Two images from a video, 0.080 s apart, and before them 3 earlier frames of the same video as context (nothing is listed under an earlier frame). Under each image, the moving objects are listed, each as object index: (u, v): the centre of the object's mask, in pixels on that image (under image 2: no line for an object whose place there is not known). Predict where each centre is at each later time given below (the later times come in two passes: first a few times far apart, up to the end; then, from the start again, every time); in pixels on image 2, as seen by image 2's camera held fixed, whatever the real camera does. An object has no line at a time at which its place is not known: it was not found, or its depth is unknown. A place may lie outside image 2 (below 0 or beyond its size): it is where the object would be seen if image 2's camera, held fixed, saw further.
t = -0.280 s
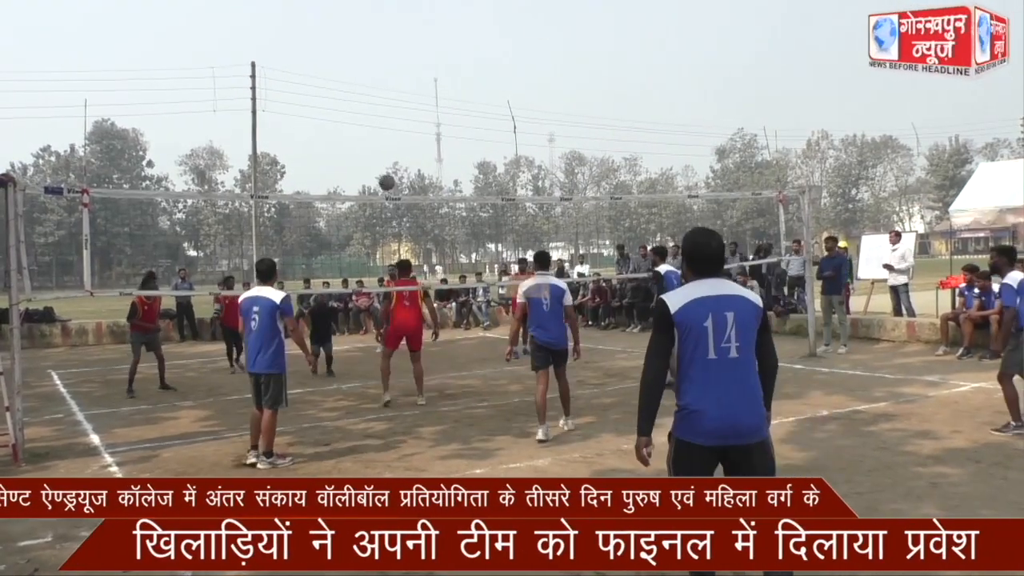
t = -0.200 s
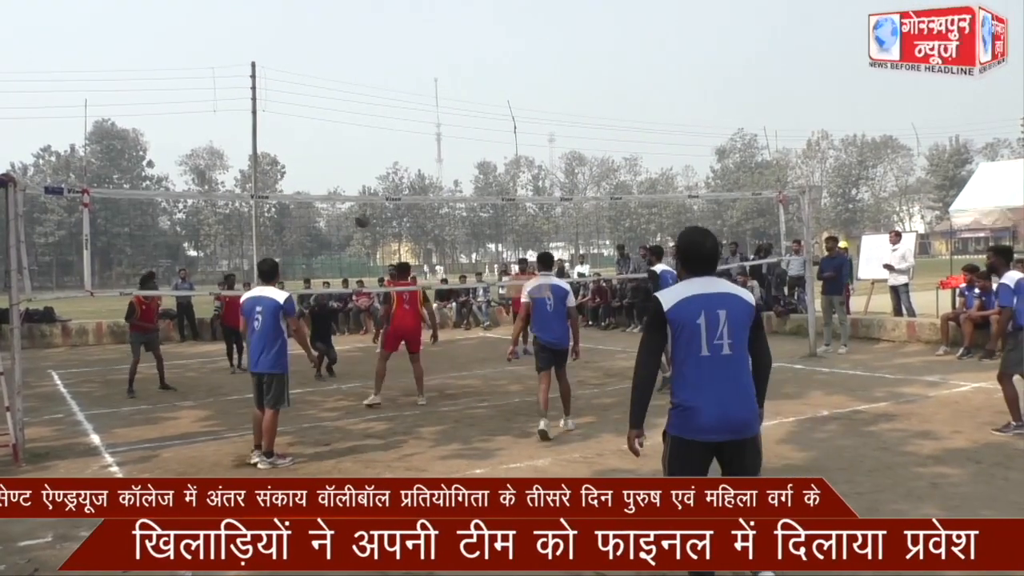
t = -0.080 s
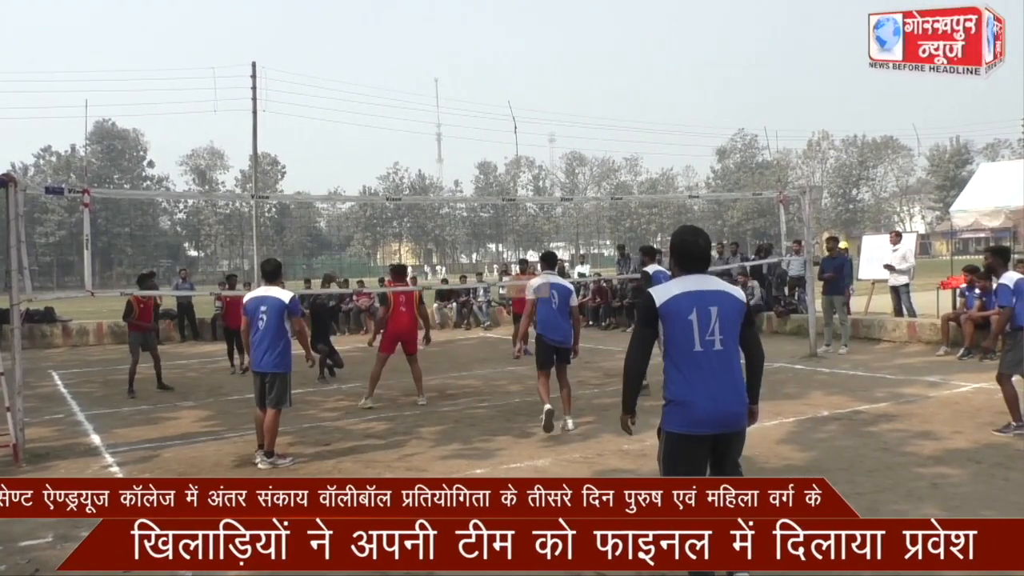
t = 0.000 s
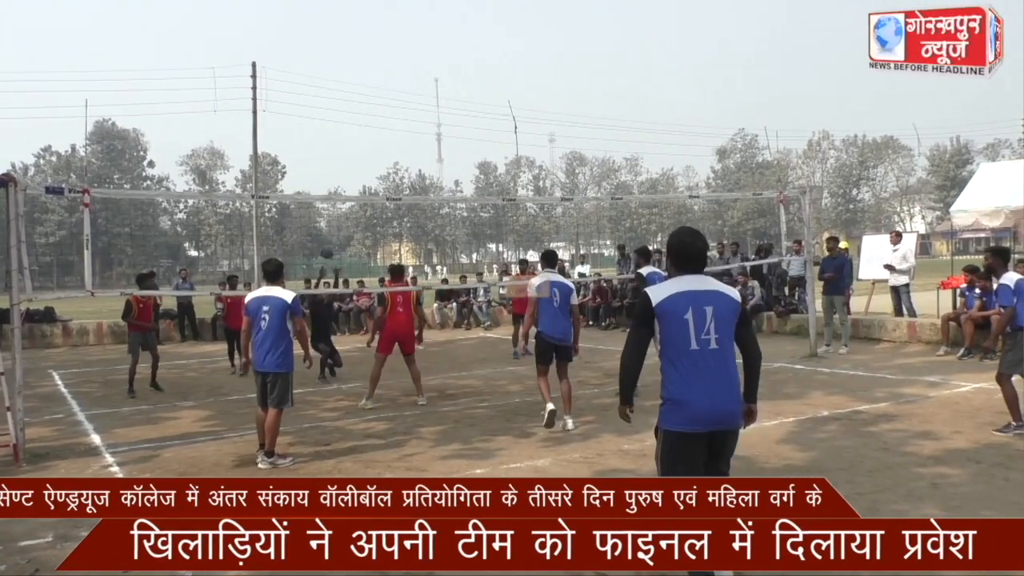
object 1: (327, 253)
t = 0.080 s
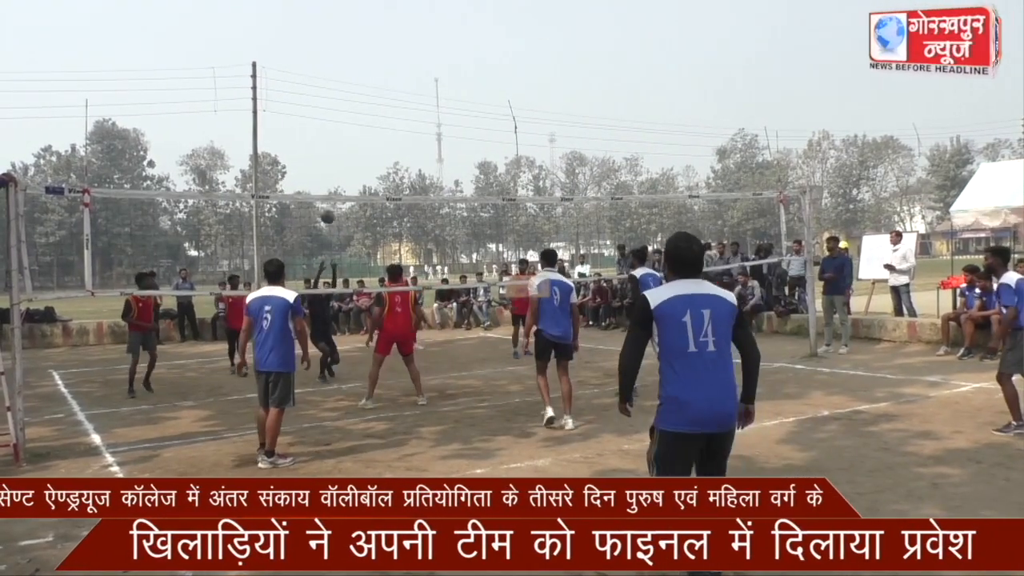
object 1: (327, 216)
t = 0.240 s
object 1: (329, 158)
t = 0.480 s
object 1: (332, 99)
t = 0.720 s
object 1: (338, 79)
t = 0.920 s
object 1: (344, 91)
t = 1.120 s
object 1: (351, 133)
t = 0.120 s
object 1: (328, 204)
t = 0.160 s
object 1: (328, 185)
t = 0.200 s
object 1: (328, 171)
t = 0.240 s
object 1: (329, 158)
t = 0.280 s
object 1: (329, 145)
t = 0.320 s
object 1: (330, 134)
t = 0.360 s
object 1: (330, 124)
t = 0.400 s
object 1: (331, 115)
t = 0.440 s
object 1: (331, 106)
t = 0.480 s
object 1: (332, 99)
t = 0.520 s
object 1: (333, 93)
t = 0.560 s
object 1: (334, 88)
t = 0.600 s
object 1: (334, 84)
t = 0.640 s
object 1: (335, 81)
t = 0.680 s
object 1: (337, 79)
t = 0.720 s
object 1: (338, 79)
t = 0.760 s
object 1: (339, 79)
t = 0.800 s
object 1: (340, 80)
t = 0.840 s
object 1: (341, 83)
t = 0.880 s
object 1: (342, 87)
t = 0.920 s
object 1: (344, 91)
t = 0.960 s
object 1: (345, 98)
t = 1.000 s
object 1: (347, 105)
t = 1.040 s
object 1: (348, 113)
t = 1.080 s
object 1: (349, 122)
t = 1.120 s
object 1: (351, 133)
